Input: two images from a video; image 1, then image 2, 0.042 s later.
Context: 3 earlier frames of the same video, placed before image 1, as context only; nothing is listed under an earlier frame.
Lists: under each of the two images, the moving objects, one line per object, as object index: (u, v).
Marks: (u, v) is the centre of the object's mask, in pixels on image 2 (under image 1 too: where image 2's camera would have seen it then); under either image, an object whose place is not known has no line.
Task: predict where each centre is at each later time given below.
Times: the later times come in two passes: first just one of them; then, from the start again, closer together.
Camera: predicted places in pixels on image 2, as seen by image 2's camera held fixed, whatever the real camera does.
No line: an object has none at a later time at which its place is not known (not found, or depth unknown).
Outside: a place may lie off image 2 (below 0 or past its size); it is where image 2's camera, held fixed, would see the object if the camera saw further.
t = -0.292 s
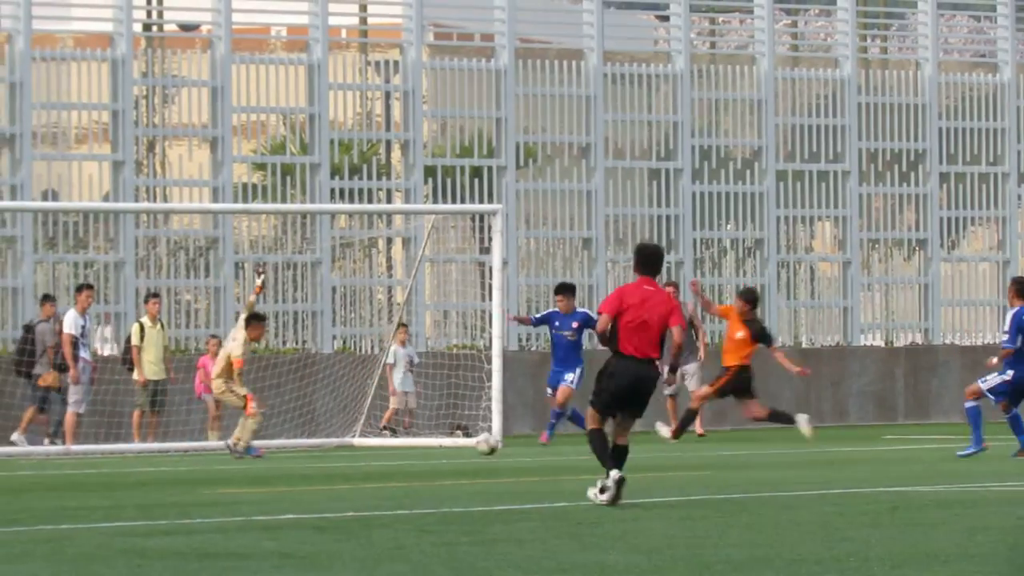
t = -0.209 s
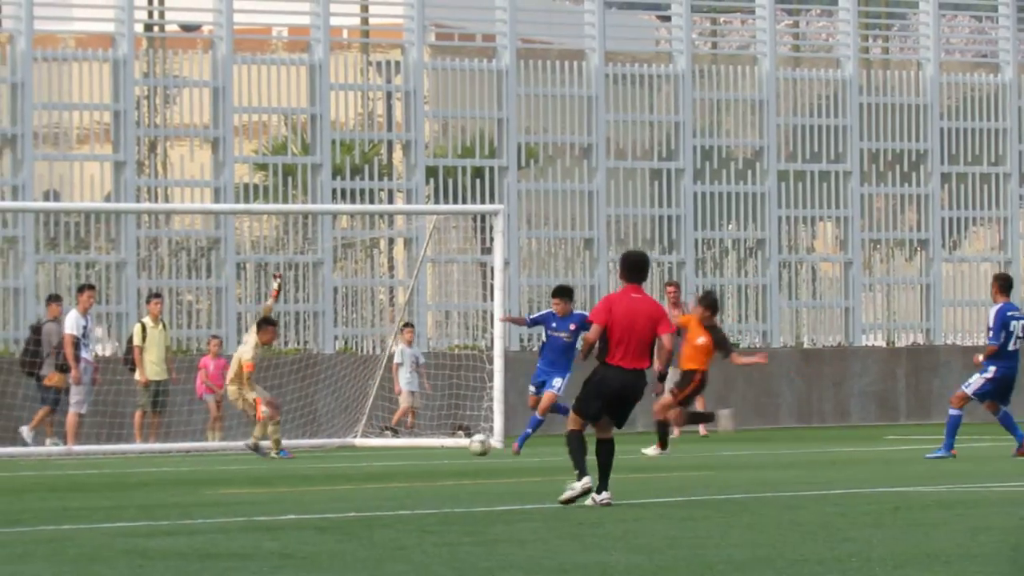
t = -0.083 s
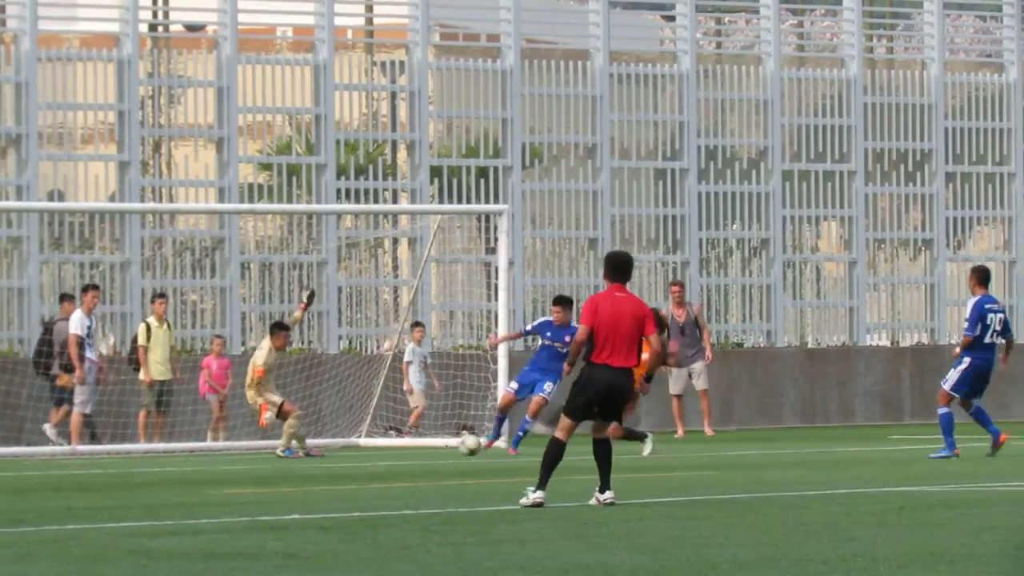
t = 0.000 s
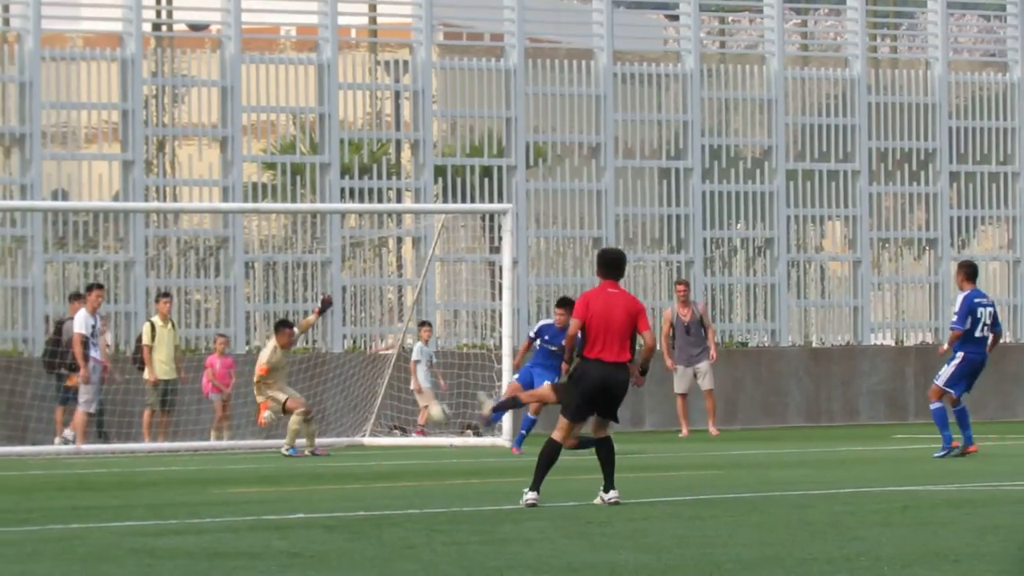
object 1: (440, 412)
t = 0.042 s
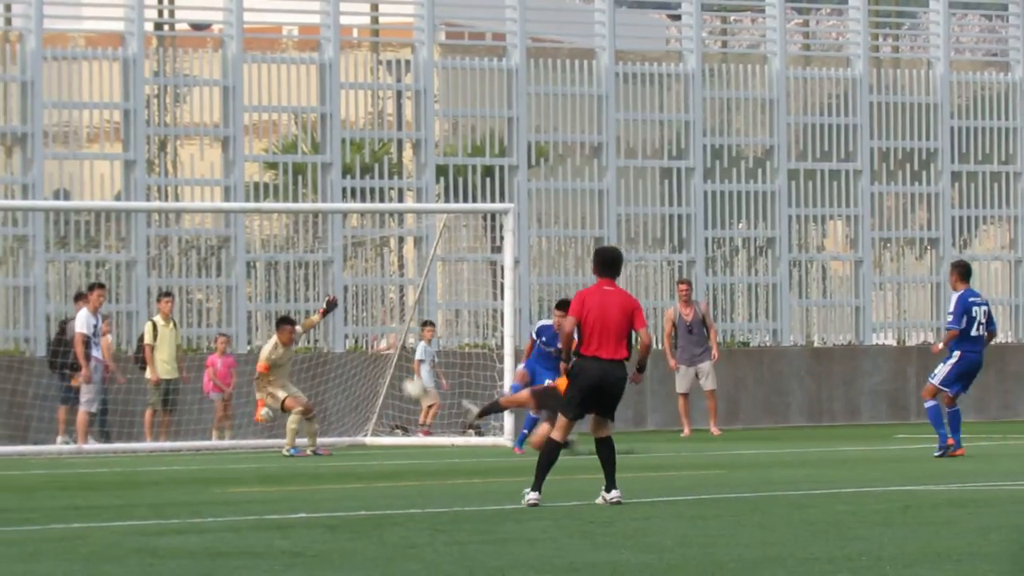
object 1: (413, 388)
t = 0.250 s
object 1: (287, 283)
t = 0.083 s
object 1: (388, 365)
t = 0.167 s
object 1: (338, 323)
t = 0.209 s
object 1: (313, 303)
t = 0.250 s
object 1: (287, 283)
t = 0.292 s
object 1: (261, 265)
